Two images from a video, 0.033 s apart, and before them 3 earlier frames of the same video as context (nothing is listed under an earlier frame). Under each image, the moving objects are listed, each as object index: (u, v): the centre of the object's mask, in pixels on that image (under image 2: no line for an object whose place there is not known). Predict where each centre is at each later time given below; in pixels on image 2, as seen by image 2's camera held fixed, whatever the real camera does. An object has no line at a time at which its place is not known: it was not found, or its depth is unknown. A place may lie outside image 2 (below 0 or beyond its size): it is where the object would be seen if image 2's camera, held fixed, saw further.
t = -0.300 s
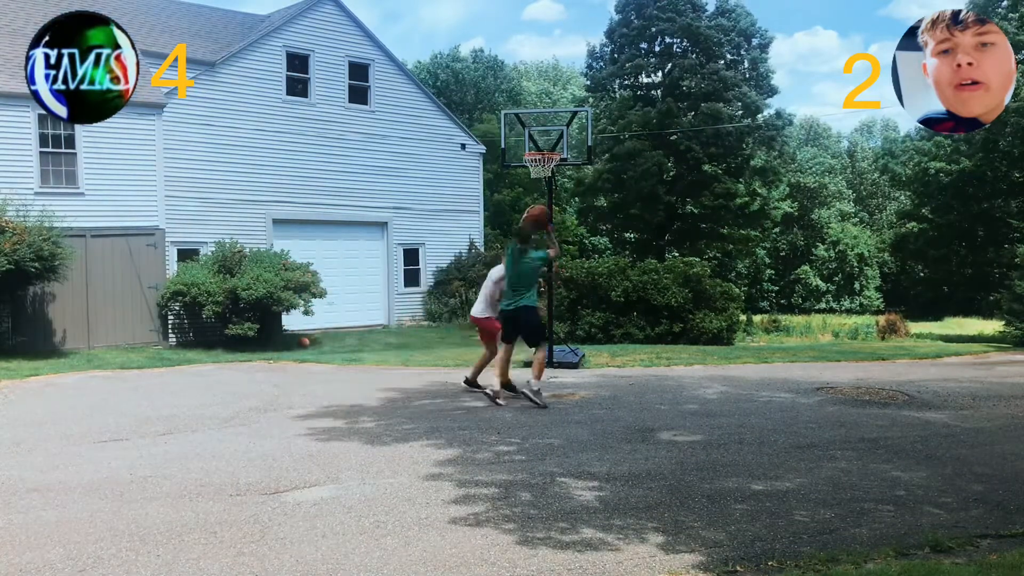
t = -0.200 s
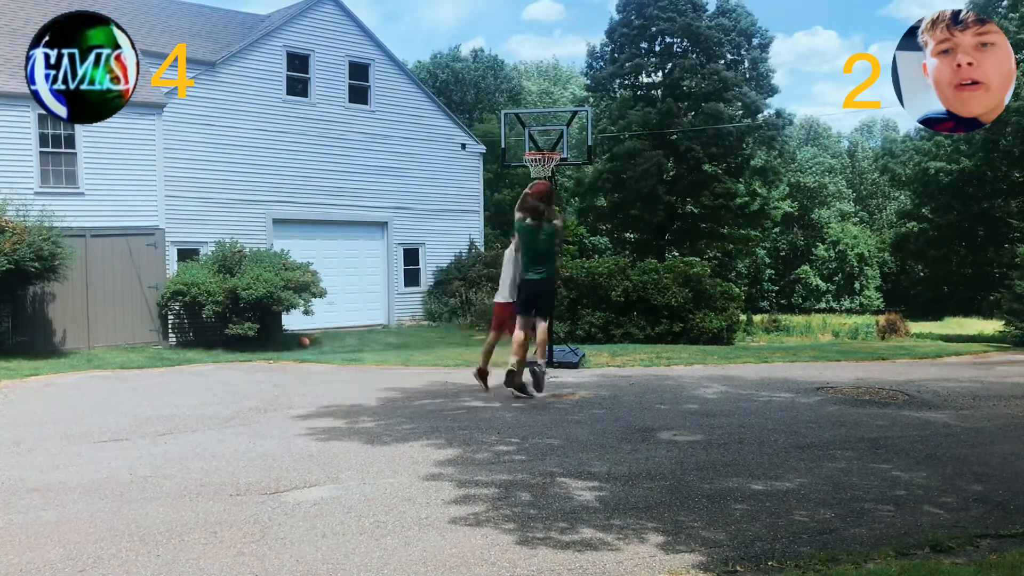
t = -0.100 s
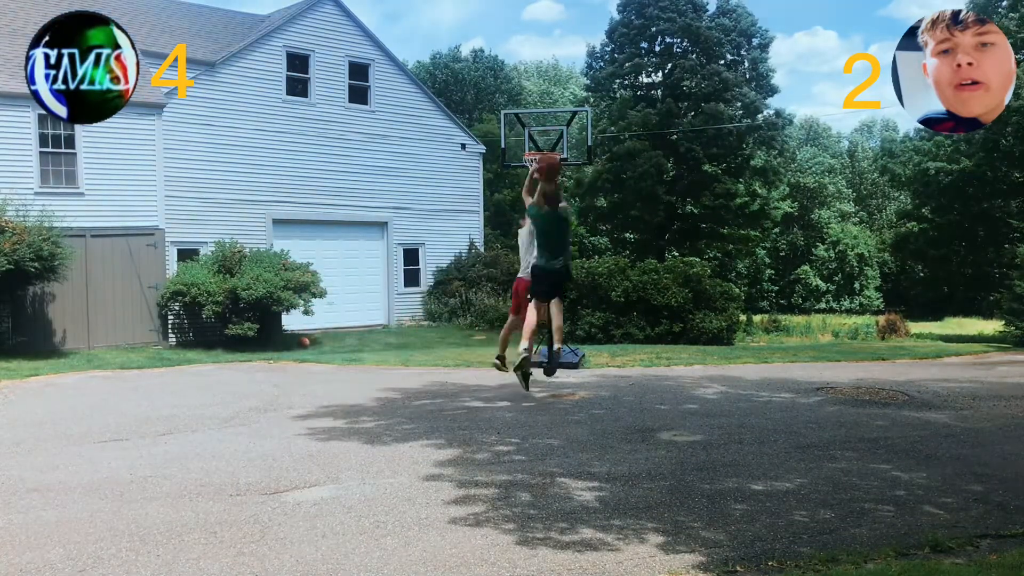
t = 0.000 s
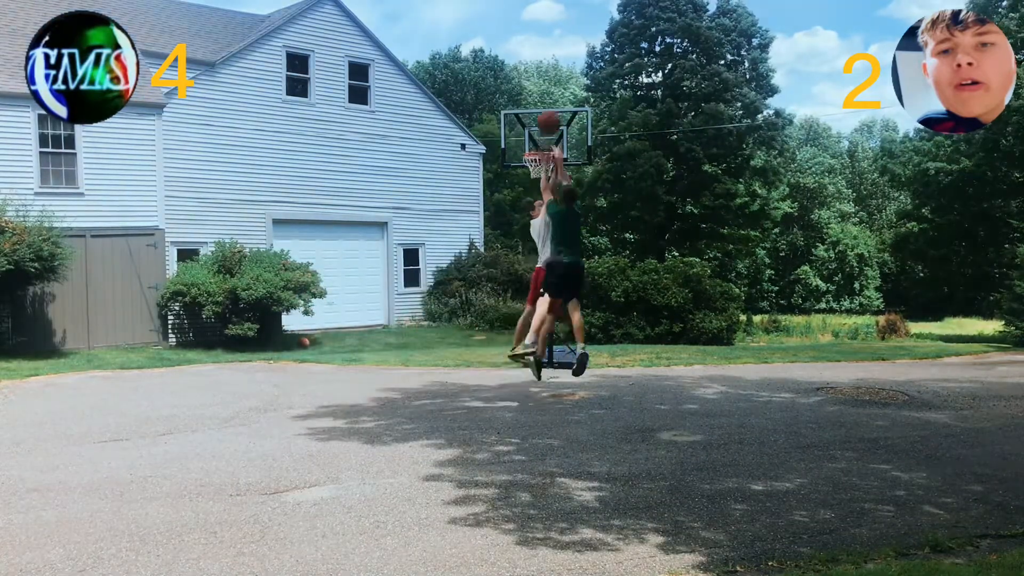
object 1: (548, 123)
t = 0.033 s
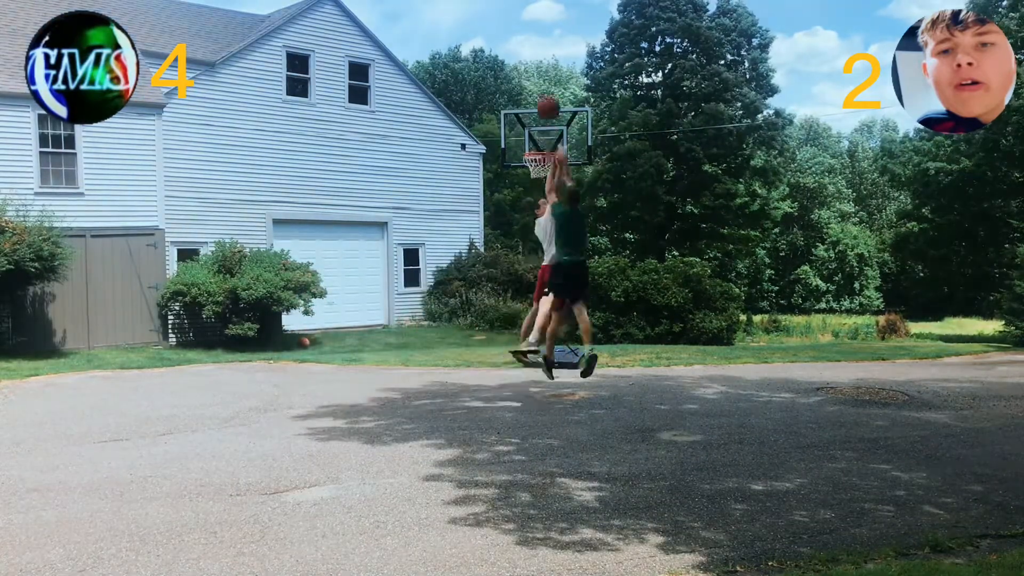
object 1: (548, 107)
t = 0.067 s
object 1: (548, 95)
